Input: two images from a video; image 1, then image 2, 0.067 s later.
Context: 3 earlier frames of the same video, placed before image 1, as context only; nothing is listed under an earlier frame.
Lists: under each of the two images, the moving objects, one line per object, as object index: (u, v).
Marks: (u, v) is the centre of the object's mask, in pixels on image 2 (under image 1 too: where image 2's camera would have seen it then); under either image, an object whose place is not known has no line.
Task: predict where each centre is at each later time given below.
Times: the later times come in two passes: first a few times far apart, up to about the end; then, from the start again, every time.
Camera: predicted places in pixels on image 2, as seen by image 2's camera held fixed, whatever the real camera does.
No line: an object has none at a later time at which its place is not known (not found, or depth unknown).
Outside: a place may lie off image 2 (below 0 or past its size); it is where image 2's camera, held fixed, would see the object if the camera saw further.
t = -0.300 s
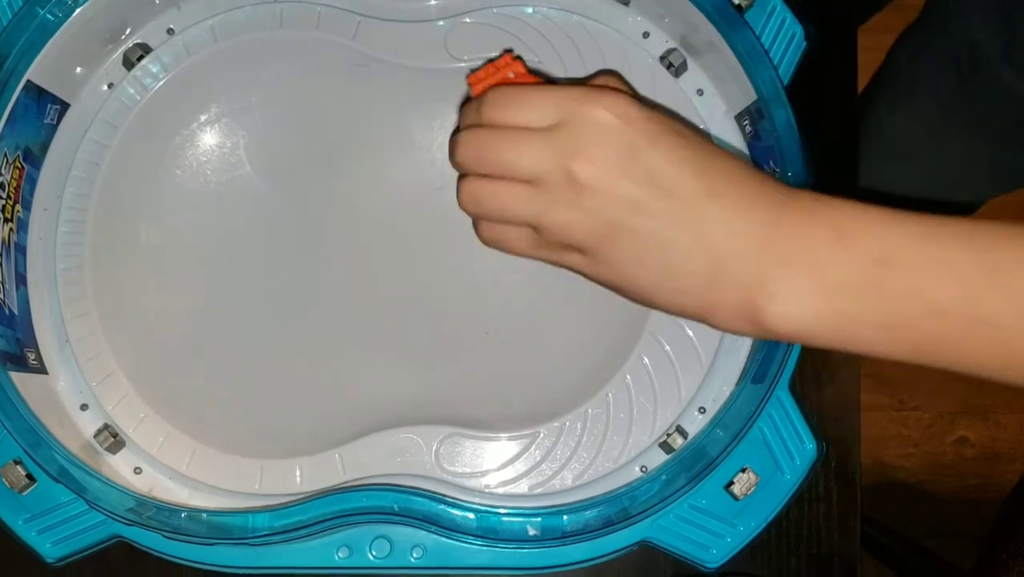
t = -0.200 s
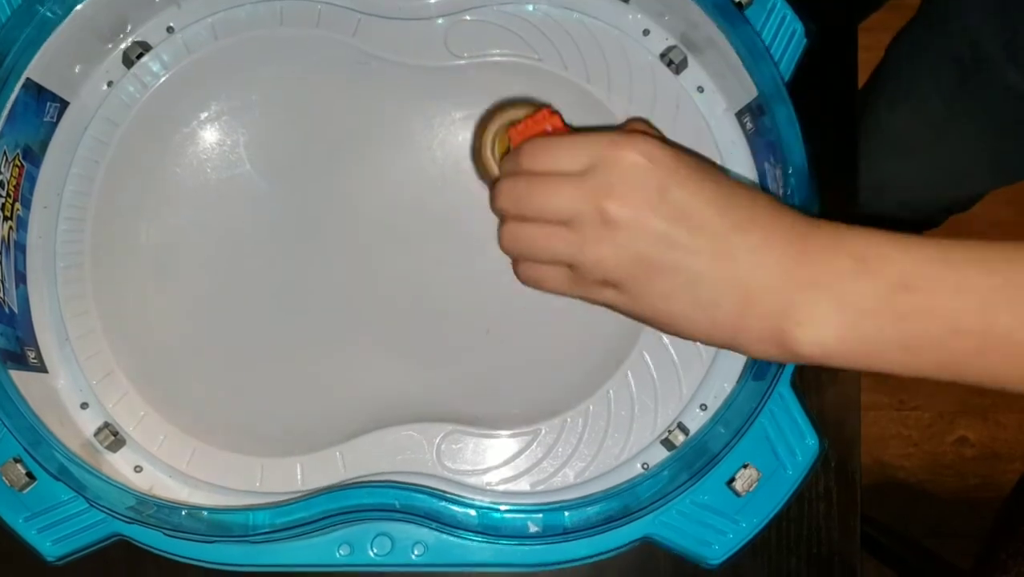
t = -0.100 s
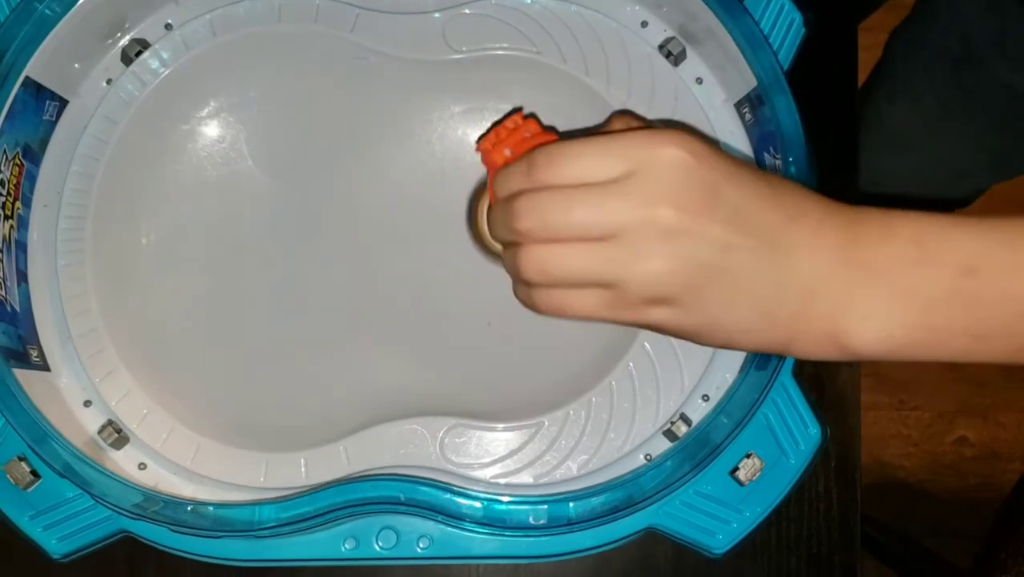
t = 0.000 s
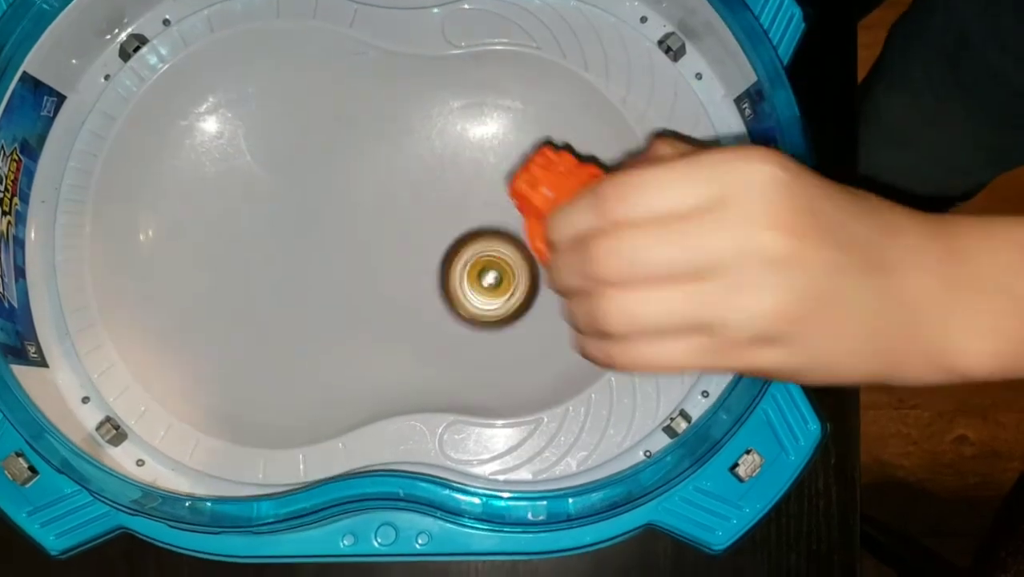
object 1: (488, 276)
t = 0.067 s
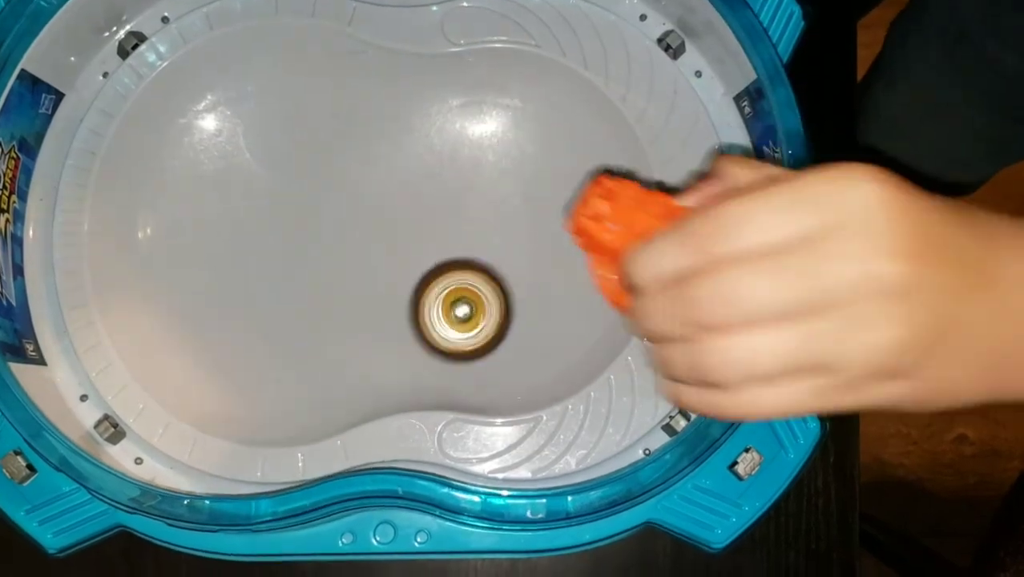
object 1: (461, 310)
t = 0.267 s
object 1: (345, 293)
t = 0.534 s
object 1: (182, 148)
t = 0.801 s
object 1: (342, 163)
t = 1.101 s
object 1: (498, 347)
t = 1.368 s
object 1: (512, 226)
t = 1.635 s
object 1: (482, 160)
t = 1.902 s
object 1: (492, 285)
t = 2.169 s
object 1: (391, 284)
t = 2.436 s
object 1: (241, 172)
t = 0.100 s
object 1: (444, 320)
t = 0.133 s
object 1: (426, 326)
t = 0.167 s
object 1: (408, 325)
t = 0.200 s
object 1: (389, 319)
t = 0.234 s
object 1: (368, 308)
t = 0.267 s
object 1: (345, 293)
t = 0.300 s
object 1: (320, 274)
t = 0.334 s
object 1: (294, 255)
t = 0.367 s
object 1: (266, 236)
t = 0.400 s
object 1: (240, 218)
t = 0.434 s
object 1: (216, 200)
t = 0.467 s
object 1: (199, 181)
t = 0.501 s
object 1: (187, 164)
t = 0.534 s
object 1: (182, 148)
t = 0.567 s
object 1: (185, 135)
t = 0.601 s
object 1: (194, 126)
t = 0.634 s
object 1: (210, 121)
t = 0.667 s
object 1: (232, 121)
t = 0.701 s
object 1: (259, 124)
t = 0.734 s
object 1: (287, 132)
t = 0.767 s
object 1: (315, 144)
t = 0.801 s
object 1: (342, 163)
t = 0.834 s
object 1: (369, 186)
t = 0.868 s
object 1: (393, 213)
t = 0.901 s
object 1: (415, 240)
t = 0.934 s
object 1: (434, 267)
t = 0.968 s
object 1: (450, 292)
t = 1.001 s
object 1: (464, 314)
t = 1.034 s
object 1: (476, 331)
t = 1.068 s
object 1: (488, 343)
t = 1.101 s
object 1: (498, 347)
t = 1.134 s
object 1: (507, 346)
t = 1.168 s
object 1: (514, 338)
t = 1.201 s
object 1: (519, 325)
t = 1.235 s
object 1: (522, 308)
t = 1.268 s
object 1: (522, 288)
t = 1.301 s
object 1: (520, 268)
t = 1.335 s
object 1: (517, 246)
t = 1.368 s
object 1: (512, 226)
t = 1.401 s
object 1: (507, 207)
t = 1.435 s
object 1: (501, 190)
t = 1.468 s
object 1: (496, 176)
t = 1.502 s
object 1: (491, 165)
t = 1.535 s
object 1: (487, 158)
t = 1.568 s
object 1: (485, 154)
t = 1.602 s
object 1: (483, 155)
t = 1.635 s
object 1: (482, 160)
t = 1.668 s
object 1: (483, 169)
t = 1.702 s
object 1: (485, 181)
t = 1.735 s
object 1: (487, 195)
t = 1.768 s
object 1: (491, 212)
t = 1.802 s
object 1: (494, 230)
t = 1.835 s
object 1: (496, 249)
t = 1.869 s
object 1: (495, 268)
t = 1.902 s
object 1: (492, 285)
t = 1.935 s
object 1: (486, 299)
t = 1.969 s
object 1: (478, 310)
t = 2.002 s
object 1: (468, 317)
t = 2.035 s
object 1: (456, 319)
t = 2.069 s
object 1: (442, 316)
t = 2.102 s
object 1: (427, 309)
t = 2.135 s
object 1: (409, 297)
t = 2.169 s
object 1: (391, 284)
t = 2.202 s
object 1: (370, 267)
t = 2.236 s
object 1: (350, 250)
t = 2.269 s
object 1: (329, 235)
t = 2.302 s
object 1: (308, 219)
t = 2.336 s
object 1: (289, 206)
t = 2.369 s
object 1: (270, 194)
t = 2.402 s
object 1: (254, 182)
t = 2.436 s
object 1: (241, 172)
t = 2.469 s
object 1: (232, 163)
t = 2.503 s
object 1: (228, 156)
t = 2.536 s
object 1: (227, 152)
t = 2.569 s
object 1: (232, 150)
